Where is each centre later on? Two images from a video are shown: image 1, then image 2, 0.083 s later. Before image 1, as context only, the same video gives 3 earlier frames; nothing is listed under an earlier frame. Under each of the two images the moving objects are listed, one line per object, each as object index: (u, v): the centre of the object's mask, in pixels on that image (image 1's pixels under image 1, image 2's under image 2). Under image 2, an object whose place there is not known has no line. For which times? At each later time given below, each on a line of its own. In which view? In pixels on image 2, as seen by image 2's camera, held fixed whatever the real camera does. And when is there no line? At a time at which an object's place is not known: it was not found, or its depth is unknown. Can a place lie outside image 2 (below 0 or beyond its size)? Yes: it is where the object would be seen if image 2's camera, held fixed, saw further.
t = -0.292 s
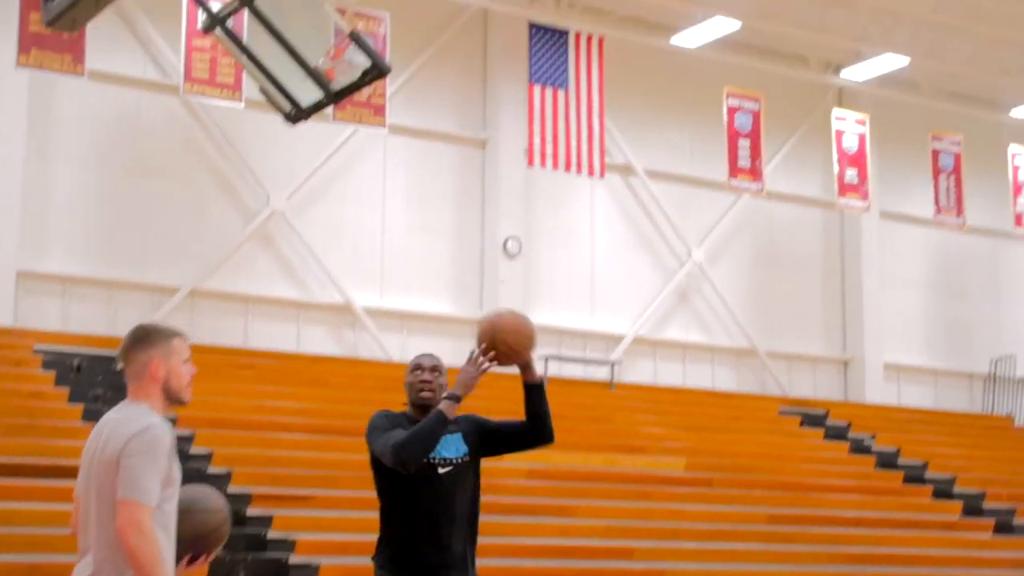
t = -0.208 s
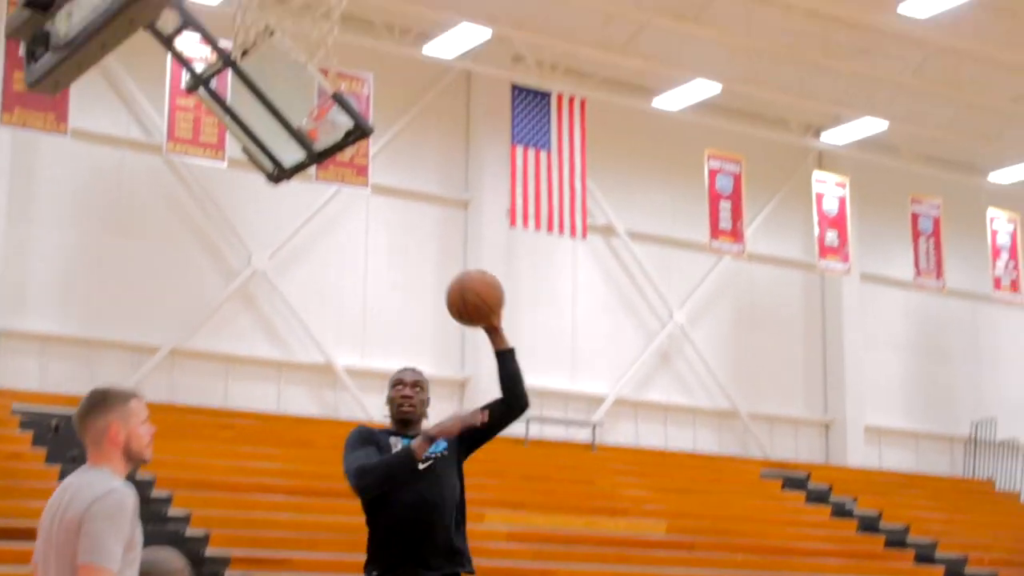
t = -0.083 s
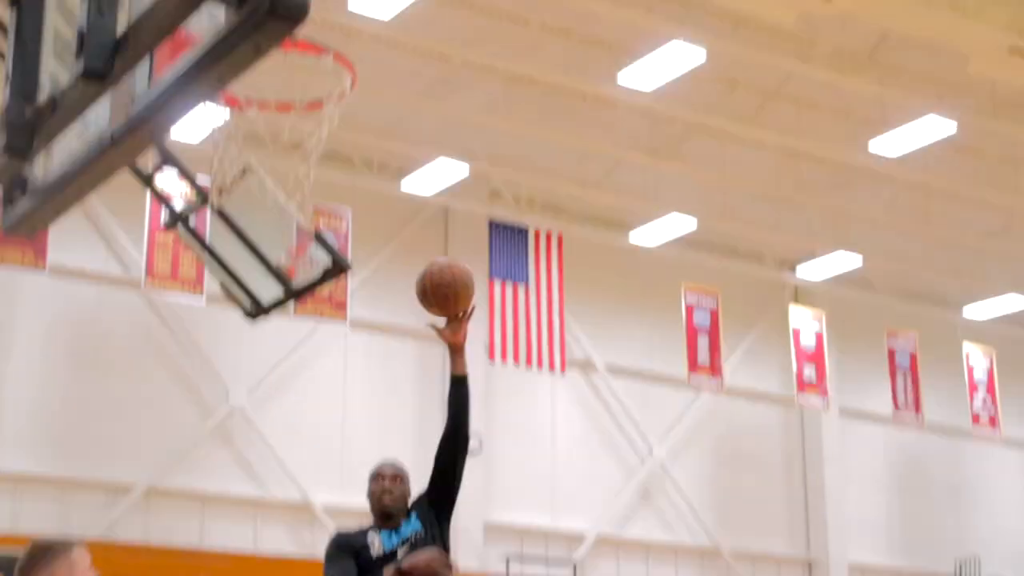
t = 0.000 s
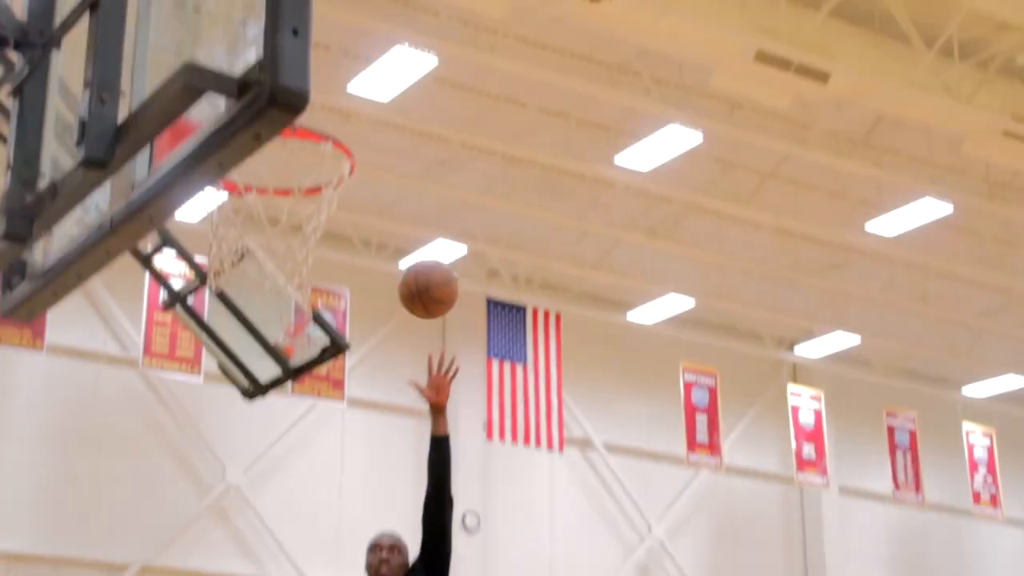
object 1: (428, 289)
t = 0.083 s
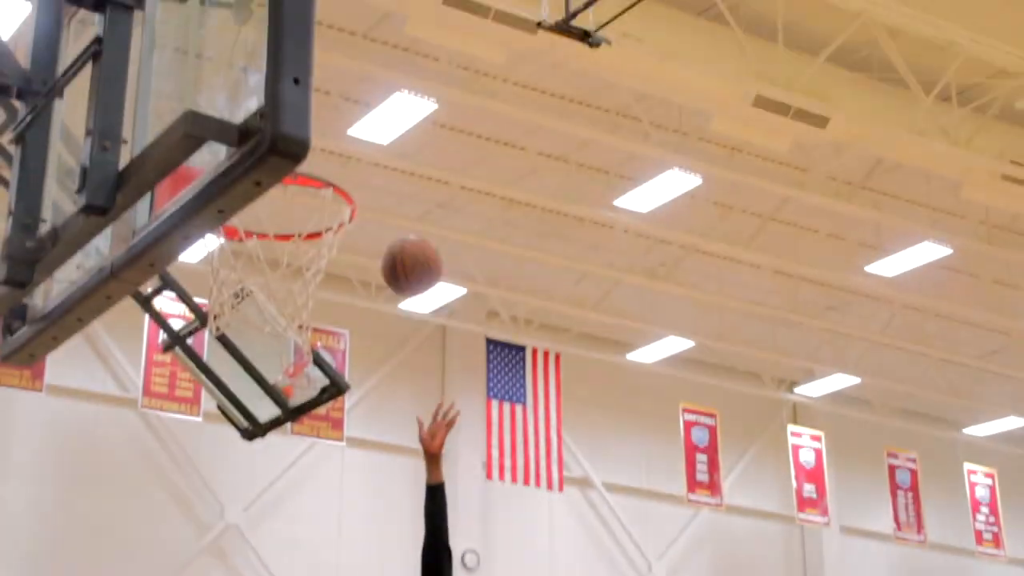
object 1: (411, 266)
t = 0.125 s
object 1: (407, 243)
